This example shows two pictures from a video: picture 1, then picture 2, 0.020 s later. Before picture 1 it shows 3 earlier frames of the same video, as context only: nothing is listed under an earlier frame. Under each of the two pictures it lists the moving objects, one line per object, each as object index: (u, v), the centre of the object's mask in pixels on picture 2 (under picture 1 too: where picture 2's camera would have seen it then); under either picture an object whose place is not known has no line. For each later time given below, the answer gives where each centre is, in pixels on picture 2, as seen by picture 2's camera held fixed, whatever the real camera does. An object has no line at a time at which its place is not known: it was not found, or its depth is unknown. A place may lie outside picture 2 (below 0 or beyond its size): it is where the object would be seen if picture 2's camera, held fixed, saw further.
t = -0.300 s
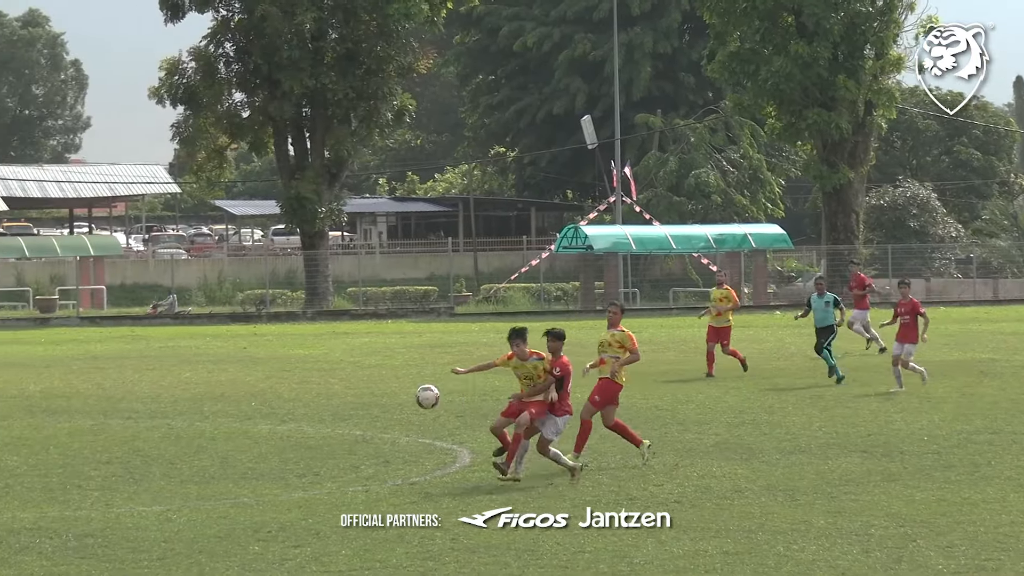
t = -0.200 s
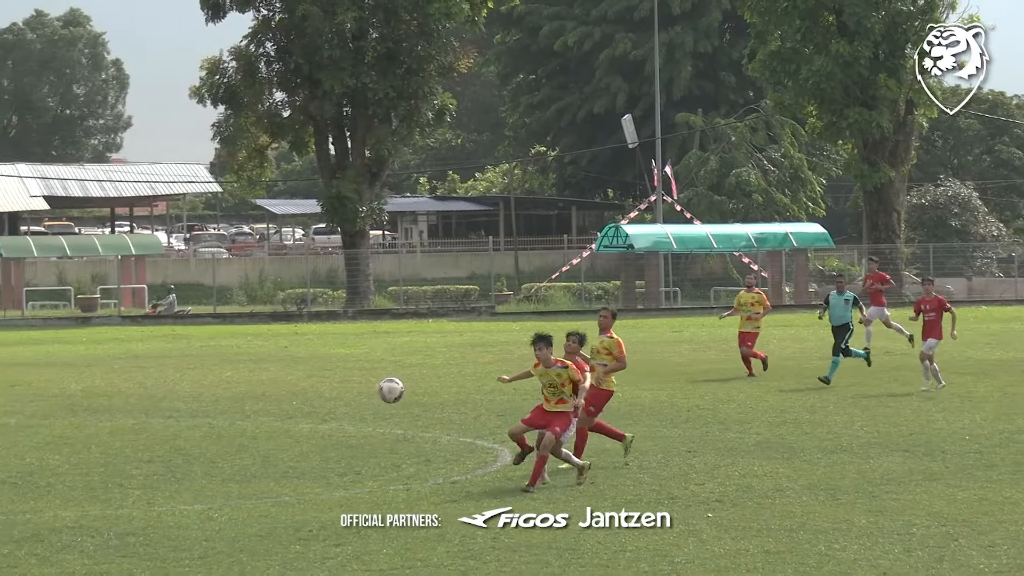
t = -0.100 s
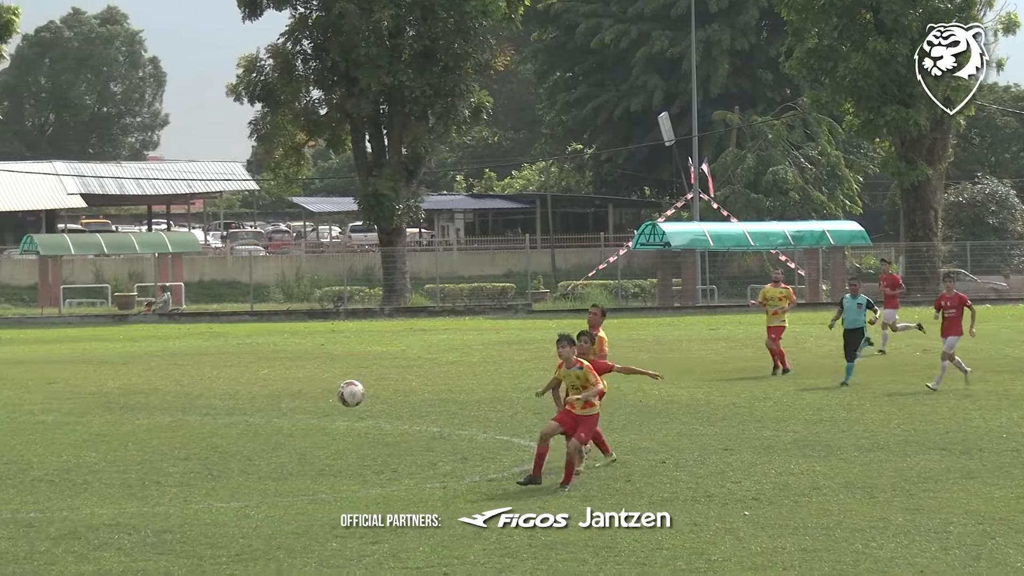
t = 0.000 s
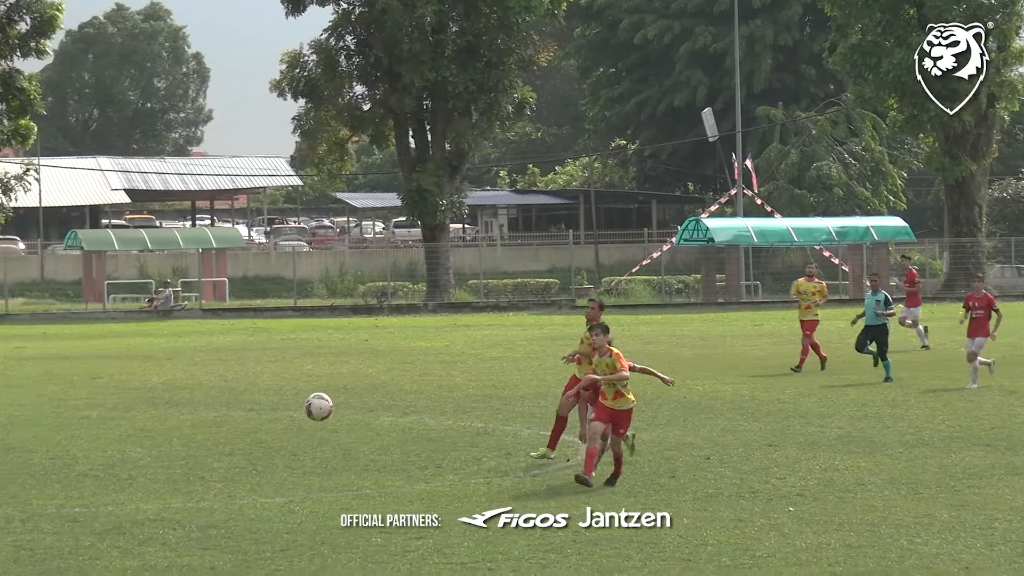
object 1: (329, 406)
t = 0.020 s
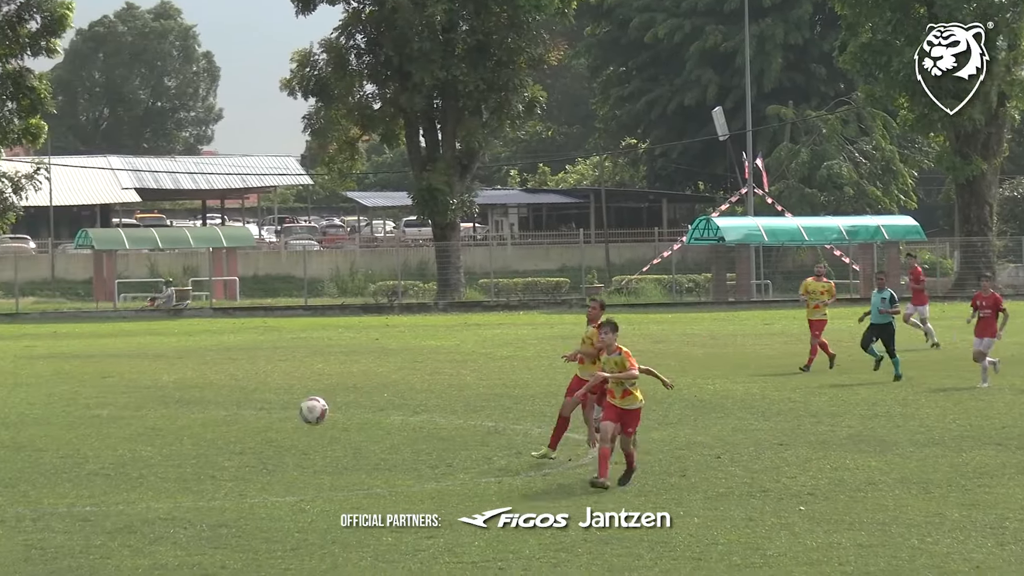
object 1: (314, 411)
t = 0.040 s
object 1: (299, 416)
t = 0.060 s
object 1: (284, 423)
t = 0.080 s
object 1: (270, 430)
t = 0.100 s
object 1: (254, 437)
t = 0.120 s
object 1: (239, 446)
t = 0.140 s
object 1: (224, 454)
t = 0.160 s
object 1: (209, 464)
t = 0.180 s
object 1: (194, 474)
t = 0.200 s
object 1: (180, 485)
